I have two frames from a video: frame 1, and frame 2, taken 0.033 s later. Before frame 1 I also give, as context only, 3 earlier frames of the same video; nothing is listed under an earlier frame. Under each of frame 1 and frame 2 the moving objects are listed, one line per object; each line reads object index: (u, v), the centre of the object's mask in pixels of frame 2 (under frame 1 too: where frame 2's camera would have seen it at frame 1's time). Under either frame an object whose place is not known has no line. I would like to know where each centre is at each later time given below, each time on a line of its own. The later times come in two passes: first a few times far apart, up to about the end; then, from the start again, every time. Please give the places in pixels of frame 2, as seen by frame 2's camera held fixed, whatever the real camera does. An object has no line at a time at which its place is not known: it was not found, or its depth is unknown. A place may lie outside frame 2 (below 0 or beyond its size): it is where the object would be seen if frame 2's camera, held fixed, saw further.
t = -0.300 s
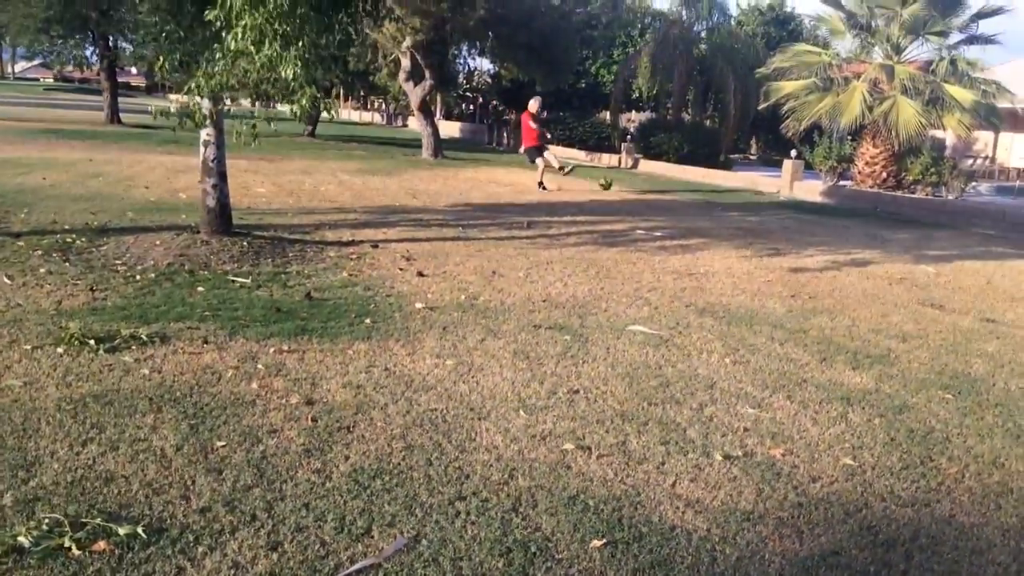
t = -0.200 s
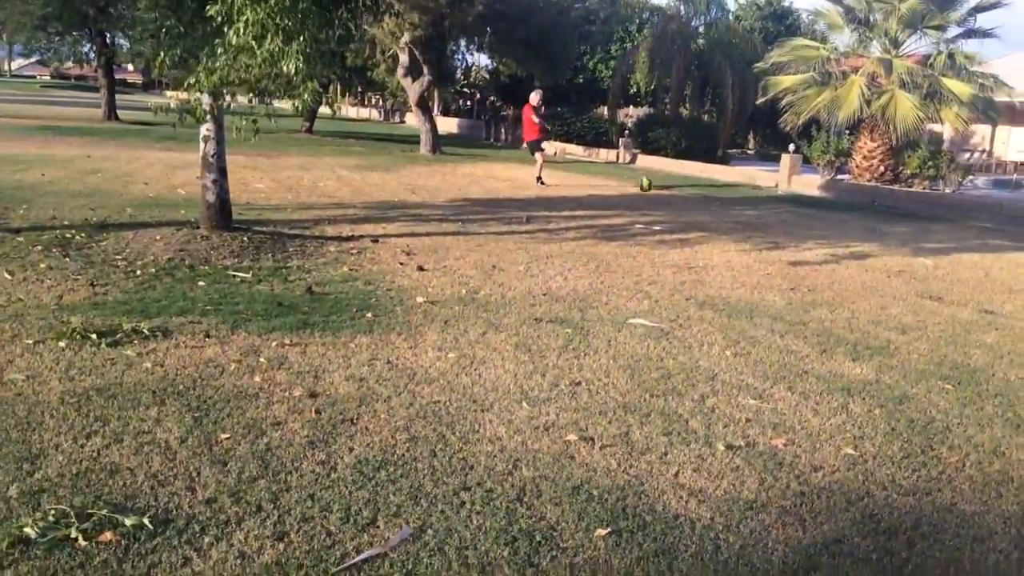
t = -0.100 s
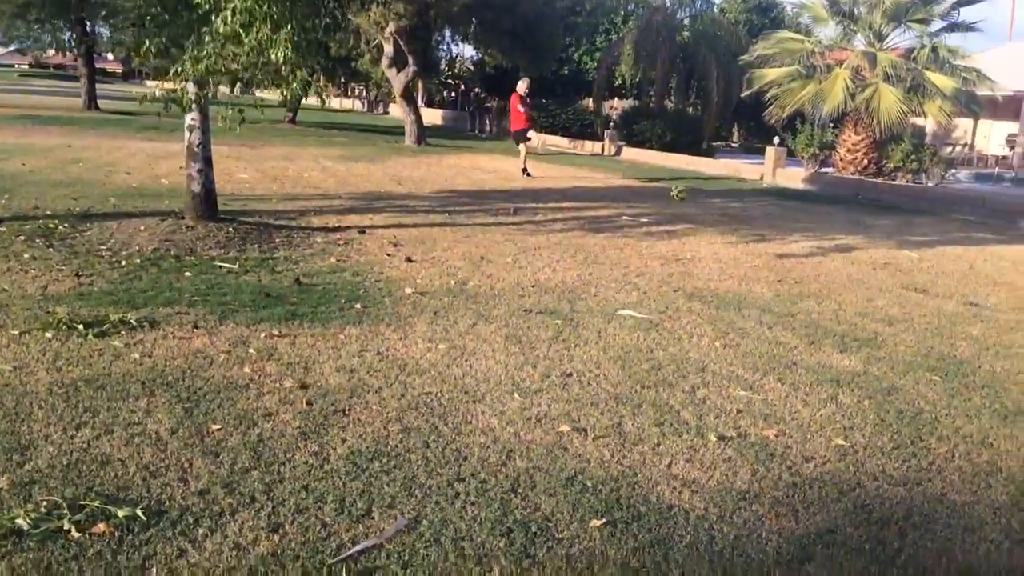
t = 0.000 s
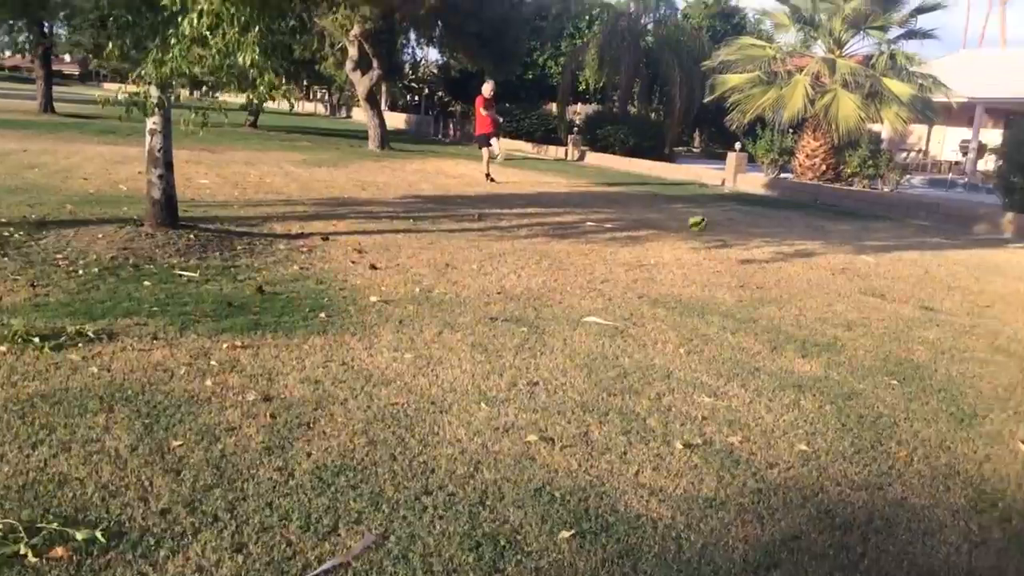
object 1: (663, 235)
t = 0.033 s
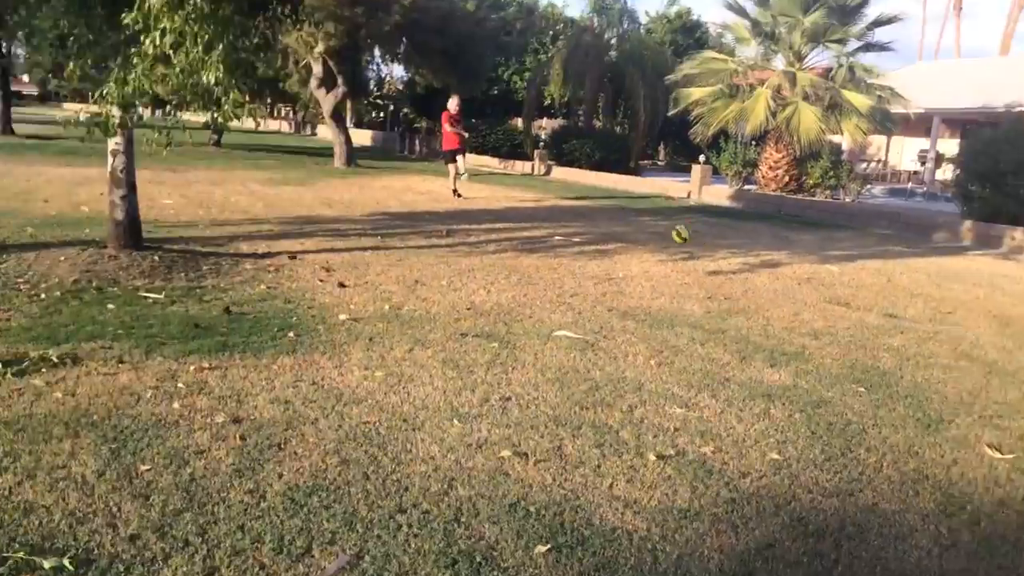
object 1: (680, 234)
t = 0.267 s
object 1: (819, 258)
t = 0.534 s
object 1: (1008, 304)
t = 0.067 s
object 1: (698, 234)
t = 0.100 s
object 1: (716, 234)
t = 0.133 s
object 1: (735, 237)
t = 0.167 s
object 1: (755, 240)
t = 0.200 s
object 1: (776, 245)
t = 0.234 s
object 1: (795, 250)
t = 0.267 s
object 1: (819, 258)
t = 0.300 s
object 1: (843, 270)
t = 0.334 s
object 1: (866, 282)
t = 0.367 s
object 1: (889, 289)
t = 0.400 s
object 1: (912, 290)
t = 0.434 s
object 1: (933, 290)
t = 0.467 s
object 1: (959, 294)
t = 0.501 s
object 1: (984, 299)
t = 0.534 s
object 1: (1008, 304)
